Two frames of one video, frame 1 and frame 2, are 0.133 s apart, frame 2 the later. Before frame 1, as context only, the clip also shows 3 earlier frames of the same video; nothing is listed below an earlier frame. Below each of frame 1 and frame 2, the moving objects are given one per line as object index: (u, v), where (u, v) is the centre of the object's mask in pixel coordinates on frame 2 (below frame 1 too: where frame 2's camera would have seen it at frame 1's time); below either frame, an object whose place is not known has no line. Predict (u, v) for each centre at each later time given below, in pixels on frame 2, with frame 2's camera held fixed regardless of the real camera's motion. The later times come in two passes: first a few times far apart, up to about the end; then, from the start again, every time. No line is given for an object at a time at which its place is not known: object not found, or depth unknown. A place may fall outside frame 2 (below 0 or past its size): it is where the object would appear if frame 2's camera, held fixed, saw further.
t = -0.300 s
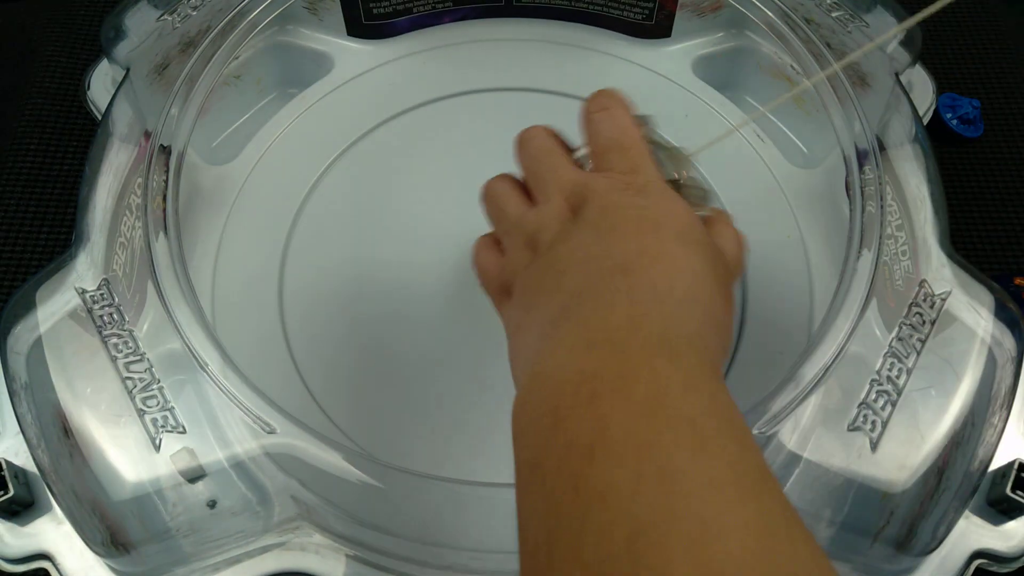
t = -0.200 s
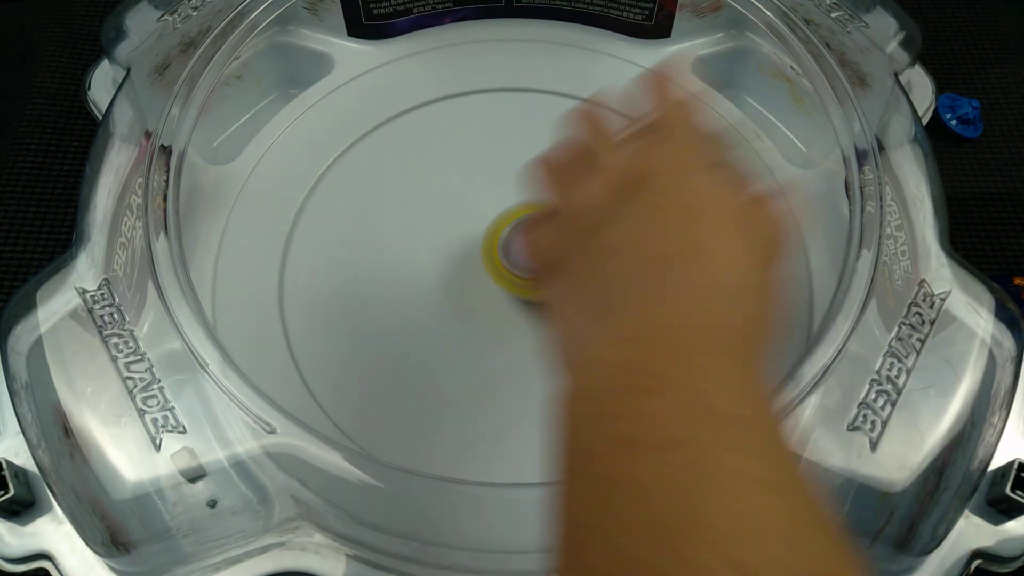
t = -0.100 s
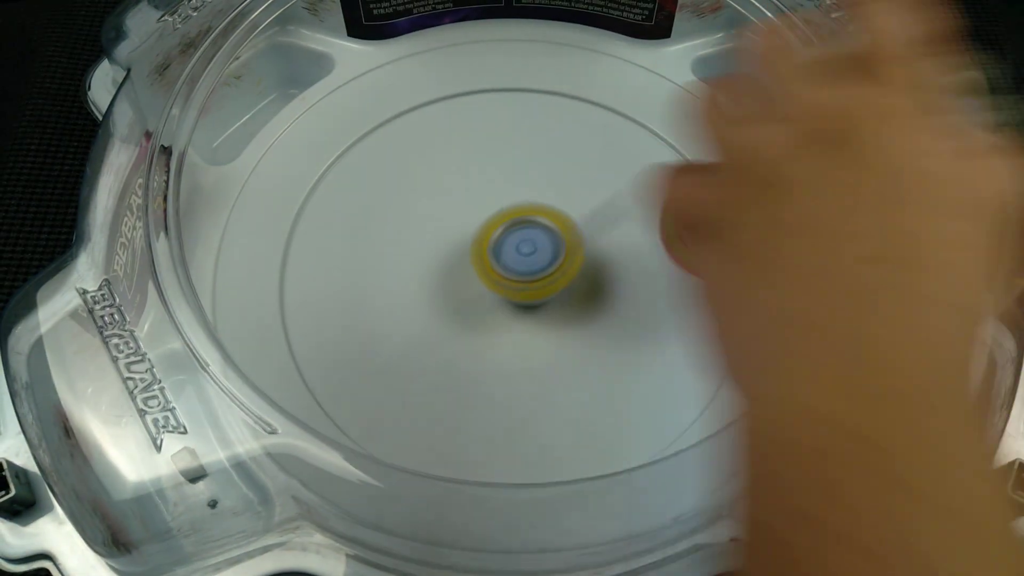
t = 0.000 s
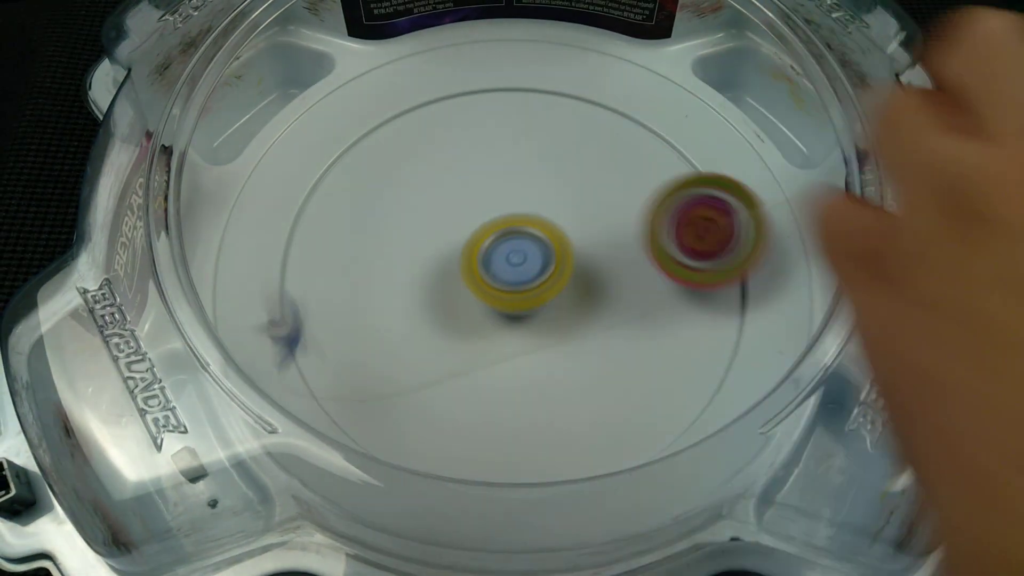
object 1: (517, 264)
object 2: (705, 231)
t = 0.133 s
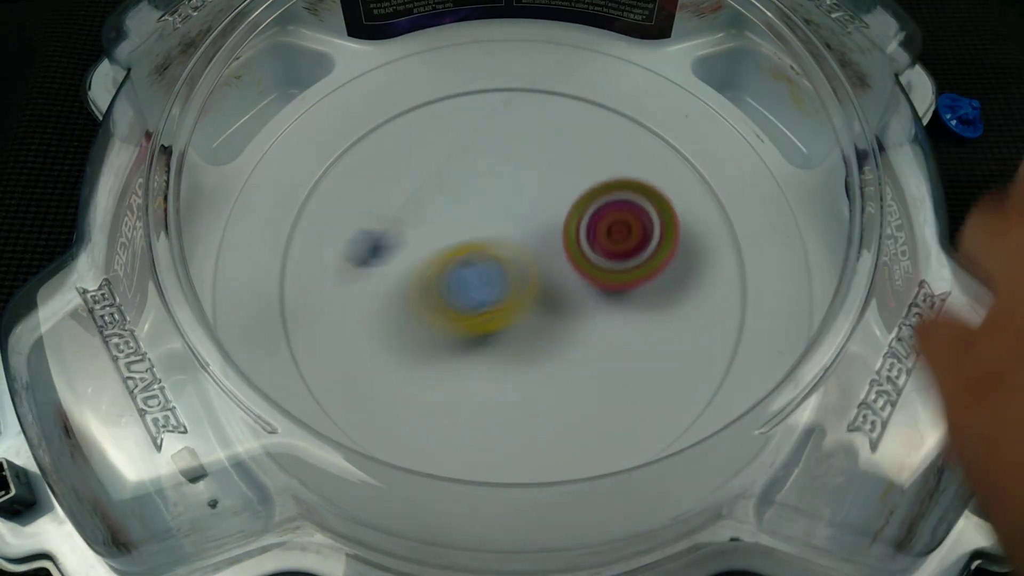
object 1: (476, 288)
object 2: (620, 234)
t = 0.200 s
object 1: (392, 309)
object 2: (610, 216)
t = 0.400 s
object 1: (340, 350)
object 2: (497, 171)
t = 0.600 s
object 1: (493, 334)
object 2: (403, 169)
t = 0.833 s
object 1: (568, 260)
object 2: (426, 251)
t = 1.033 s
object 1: (591, 210)
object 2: (419, 334)
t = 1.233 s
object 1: (527, 185)
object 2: (416, 314)
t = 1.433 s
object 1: (528, 164)
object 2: (412, 280)
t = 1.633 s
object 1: (521, 180)
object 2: (402, 286)
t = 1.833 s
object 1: (559, 167)
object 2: (394, 333)
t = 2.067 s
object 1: (572, 170)
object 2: (389, 345)
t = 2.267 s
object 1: (604, 158)
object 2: (405, 292)
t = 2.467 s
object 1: (635, 155)
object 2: (267, 333)
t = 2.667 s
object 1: (539, 262)
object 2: (269, 316)
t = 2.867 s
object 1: (491, 372)
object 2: (404, 265)
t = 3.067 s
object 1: (541, 358)
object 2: (590, 221)
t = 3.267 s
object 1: (567, 309)
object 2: (672, 175)
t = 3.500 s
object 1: (508, 330)
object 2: (553, 222)
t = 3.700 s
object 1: (488, 417)
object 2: (464, 251)
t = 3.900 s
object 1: (527, 425)
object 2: (404, 242)
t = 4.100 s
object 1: (526, 338)
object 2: (502, 216)
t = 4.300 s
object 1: (501, 330)
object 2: (621, 159)
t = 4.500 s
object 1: (489, 304)
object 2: (654, 220)
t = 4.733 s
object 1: (459, 263)
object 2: (540, 383)
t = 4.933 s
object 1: (471, 249)
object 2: (394, 335)
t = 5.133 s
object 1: (516, 230)
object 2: (391, 173)
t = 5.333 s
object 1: (531, 233)
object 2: (578, 128)
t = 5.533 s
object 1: (539, 246)
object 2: (708, 257)
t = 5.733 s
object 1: (540, 261)
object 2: (609, 436)
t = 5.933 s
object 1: (535, 277)
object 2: (357, 399)
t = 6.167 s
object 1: (517, 291)
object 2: (319, 163)
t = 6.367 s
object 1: (497, 293)
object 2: (503, 72)
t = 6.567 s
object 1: (479, 286)
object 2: (675, 150)
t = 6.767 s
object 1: (470, 272)
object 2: (692, 331)
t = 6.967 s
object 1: (471, 255)
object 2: (489, 441)
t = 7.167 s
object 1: (482, 241)
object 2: (290, 319)
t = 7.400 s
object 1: (502, 234)
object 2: (378, 121)
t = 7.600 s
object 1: (520, 236)
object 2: (573, 109)
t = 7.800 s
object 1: (531, 247)
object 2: (693, 242)
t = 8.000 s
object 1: (536, 261)
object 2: (620, 408)
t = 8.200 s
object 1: (529, 278)
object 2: (396, 414)
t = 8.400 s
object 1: (514, 288)
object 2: (317, 229)
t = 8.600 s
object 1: (495, 289)
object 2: (452, 109)
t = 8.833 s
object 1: (477, 279)
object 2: (647, 155)
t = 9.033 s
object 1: (472, 263)
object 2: (676, 314)
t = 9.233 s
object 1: (480, 247)
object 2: (497, 410)
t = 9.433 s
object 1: (495, 238)
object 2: (330, 295)
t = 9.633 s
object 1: (513, 238)
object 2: (389, 141)
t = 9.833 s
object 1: (527, 246)
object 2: (560, 126)
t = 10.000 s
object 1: (533, 257)
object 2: (655, 219)
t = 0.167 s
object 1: (429, 302)
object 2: (619, 225)
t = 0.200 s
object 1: (392, 309)
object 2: (610, 216)
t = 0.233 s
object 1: (358, 317)
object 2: (597, 209)
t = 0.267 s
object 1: (329, 326)
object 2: (580, 201)
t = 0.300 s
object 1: (303, 339)
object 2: (561, 193)
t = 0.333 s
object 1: (302, 341)
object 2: (540, 185)
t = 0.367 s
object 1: (319, 345)
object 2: (518, 177)
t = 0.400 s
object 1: (340, 350)
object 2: (497, 171)
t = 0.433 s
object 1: (364, 353)
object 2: (476, 166)
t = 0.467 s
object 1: (390, 354)
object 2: (457, 163)
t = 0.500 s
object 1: (416, 353)
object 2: (440, 161)
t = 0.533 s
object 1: (443, 349)
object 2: (425, 161)
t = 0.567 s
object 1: (469, 343)
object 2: (412, 164)
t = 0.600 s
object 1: (493, 334)
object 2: (403, 169)
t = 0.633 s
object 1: (515, 324)
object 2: (397, 176)
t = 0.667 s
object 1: (532, 313)
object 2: (394, 185)
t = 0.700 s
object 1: (547, 301)
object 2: (395, 196)
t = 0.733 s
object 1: (557, 290)
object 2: (398, 209)
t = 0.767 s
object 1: (564, 279)
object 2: (404, 222)
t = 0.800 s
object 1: (568, 269)
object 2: (413, 237)
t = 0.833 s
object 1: (568, 260)
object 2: (426, 251)
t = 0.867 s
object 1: (564, 254)
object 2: (439, 265)
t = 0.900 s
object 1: (563, 248)
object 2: (448, 278)
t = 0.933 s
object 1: (579, 236)
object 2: (439, 294)
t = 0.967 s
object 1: (589, 227)
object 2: (431, 309)
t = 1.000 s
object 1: (593, 218)
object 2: (424, 322)
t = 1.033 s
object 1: (591, 210)
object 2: (419, 334)
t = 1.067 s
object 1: (584, 203)
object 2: (414, 341)
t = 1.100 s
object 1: (574, 196)
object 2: (411, 344)
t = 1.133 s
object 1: (562, 191)
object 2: (409, 342)
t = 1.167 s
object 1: (550, 187)
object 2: (409, 336)
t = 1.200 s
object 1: (538, 185)
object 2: (412, 326)
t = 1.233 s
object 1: (527, 185)
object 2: (416, 314)
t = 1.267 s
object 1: (518, 186)
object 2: (422, 302)
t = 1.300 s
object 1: (510, 188)
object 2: (430, 287)
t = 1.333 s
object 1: (505, 189)
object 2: (438, 272)
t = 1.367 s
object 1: (513, 180)
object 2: (432, 272)
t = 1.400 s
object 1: (522, 170)
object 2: (421, 277)
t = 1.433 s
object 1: (528, 164)
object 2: (412, 280)
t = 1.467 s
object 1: (531, 161)
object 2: (404, 284)
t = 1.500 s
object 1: (532, 162)
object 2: (399, 286)
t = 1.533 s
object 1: (531, 165)
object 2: (397, 287)
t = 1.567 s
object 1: (528, 169)
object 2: (396, 288)
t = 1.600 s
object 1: (524, 174)
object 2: (398, 287)
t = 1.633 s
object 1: (521, 180)
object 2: (402, 286)
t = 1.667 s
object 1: (516, 187)
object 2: (409, 285)
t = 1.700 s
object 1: (512, 194)
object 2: (417, 282)
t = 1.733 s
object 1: (508, 201)
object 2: (427, 280)
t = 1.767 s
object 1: (519, 195)
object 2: (427, 288)
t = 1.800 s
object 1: (541, 179)
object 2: (409, 313)
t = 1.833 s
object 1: (559, 167)
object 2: (394, 333)
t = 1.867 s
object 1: (572, 160)
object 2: (378, 352)
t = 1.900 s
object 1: (581, 156)
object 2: (363, 369)
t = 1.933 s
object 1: (585, 155)
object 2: (355, 377)
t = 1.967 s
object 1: (586, 156)
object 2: (358, 377)
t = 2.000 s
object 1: (583, 160)
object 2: (366, 370)
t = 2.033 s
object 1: (578, 164)
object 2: (376, 359)
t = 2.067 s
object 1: (572, 170)
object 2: (389, 345)
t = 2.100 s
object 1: (565, 177)
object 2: (404, 327)
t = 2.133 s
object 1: (558, 185)
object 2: (421, 307)
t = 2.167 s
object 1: (551, 194)
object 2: (438, 288)
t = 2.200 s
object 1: (545, 203)
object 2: (458, 267)
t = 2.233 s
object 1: (567, 186)
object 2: (440, 273)
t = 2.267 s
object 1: (604, 158)
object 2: (405, 292)
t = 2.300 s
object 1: (636, 132)
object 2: (369, 310)
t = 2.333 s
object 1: (654, 117)
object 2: (333, 324)
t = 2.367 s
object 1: (659, 117)
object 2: (304, 327)
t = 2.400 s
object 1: (656, 129)
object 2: (285, 332)
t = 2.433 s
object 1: (647, 141)
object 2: (274, 333)
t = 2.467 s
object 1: (635, 155)
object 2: (267, 333)
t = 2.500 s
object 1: (622, 172)
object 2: (260, 332)
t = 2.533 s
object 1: (606, 190)
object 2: (259, 329)
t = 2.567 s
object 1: (590, 206)
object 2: (258, 326)
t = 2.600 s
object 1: (570, 225)
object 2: (259, 323)
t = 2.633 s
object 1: (554, 242)
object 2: (263, 319)
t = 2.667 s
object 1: (539, 262)
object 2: (269, 316)
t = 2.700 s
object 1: (526, 282)
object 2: (278, 311)
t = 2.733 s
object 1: (514, 302)
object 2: (296, 305)
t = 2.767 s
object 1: (504, 322)
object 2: (318, 296)
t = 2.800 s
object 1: (497, 340)
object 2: (343, 286)
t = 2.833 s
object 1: (492, 358)
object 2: (372, 277)
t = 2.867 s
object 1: (491, 372)
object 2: (404, 265)
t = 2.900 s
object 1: (492, 382)
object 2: (438, 256)
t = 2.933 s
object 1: (497, 388)
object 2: (471, 246)
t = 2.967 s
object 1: (504, 389)
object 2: (505, 238)
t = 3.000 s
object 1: (515, 384)
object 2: (534, 231)
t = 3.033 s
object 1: (528, 373)
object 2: (564, 225)
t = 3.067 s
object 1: (541, 358)
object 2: (590, 221)
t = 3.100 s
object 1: (555, 338)
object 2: (613, 219)
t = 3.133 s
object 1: (571, 314)
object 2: (633, 221)
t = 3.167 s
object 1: (572, 308)
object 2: (660, 199)
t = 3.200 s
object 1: (569, 311)
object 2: (685, 177)
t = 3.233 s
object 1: (567, 311)
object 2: (681, 170)
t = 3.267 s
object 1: (567, 309)
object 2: (672, 175)
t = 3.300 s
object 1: (566, 305)
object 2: (657, 184)
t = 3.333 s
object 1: (565, 301)
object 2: (638, 195)
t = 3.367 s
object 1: (563, 298)
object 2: (617, 206)
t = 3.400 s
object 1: (549, 307)
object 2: (604, 206)
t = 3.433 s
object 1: (533, 320)
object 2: (588, 209)
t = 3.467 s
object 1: (520, 326)
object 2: (572, 214)
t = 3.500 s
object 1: (508, 330)
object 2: (553, 222)
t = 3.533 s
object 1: (500, 333)
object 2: (535, 232)
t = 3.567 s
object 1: (492, 345)
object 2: (520, 234)
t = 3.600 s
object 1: (485, 364)
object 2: (507, 235)
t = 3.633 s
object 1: (483, 383)
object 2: (493, 238)
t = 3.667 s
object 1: (484, 400)
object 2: (479, 244)
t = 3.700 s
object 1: (488, 417)
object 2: (464, 251)
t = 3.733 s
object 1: (495, 427)
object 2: (449, 255)
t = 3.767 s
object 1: (502, 432)
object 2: (434, 258)
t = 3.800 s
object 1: (513, 435)
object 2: (412, 257)
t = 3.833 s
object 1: (518, 433)
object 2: (406, 254)
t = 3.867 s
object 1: (523, 430)
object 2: (403, 249)
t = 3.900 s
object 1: (527, 425)
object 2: (404, 242)
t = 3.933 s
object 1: (530, 415)
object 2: (410, 234)
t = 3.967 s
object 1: (532, 403)
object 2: (421, 225)
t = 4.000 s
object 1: (532, 388)
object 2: (436, 219)
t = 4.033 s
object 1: (532, 371)
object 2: (456, 214)
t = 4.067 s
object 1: (530, 356)
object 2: (479, 213)
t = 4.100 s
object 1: (526, 338)
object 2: (502, 216)
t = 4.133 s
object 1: (523, 320)
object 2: (525, 221)
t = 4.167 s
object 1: (519, 318)
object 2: (546, 212)
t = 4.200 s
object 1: (515, 326)
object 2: (568, 192)
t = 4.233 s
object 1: (510, 332)
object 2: (588, 176)
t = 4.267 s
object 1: (505, 332)
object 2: (605, 165)
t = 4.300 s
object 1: (501, 330)
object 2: (621, 159)
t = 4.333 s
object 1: (498, 326)
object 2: (633, 157)
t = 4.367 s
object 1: (496, 322)
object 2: (643, 161)
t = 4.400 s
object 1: (494, 318)
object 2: (650, 169)
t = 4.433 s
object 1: (492, 314)
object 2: (655, 183)
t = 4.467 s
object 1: (491, 309)
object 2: (656, 201)
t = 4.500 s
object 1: (489, 304)
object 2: (654, 220)
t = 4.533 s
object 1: (488, 298)
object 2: (647, 245)
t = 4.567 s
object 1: (488, 293)
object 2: (633, 272)
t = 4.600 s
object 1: (487, 288)
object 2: (613, 295)
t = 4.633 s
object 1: (481, 281)
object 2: (586, 317)
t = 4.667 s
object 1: (473, 275)
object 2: (574, 337)
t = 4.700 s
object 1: (464, 269)
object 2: (557, 367)
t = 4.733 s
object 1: (459, 263)
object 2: (540, 383)
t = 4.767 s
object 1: (458, 259)
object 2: (515, 396)
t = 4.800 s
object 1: (459, 256)
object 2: (491, 400)
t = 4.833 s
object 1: (461, 254)
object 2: (463, 395)
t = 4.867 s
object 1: (464, 252)
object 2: (434, 383)
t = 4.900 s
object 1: (468, 250)
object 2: (412, 363)
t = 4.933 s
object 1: (471, 249)
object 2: (394, 335)
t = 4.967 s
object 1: (480, 243)
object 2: (381, 307)
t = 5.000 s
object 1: (491, 238)
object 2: (365, 280)
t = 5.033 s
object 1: (500, 234)
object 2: (360, 251)
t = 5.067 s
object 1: (507, 232)
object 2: (362, 222)
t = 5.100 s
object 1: (512, 231)
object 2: (372, 198)
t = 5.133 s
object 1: (516, 230)
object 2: (391, 173)
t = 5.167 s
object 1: (519, 230)
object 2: (415, 154)
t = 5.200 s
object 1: (522, 230)
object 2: (444, 137)
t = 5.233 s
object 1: (525, 231)
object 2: (477, 126)
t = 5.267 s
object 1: (527, 232)
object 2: (511, 120)
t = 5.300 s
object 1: (529, 232)
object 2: (545, 121)
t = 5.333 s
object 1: (531, 233)
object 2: (578, 128)
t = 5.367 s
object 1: (533, 235)
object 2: (612, 140)
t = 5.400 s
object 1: (535, 237)
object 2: (641, 158)
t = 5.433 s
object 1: (536, 239)
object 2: (665, 178)
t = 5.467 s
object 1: (537, 241)
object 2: (686, 202)
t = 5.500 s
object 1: (539, 243)
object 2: (700, 228)
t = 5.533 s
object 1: (539, 246)
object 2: (708, 257)
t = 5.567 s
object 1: (539, 247)
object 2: (709, 290)
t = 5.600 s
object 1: (540, 250)
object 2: (704, 324)
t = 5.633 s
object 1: (540, 253)
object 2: (692, 357)
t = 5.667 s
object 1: (540, 256)
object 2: (670, 387)
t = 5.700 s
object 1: (540, 258)
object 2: (638, 420)
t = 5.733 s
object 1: (540, 261)
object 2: (609, 436)
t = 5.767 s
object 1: (540, 264)
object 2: (565, 451)
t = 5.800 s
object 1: (539, 266)
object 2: (517, 459)
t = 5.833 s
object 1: (539, 269)
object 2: (469, 457)
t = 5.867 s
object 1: (538, 272)
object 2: (425, 446)
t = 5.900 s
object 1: (536, 275)
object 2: (389, 427)
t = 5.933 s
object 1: (535, 277)
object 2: (357, 399)
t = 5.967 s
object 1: (533, 280)
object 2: (325, 369)
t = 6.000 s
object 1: (531, 282)
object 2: (298, 336)
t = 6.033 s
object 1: (529, 285)
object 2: (286, 301)
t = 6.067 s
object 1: (526, 286)
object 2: (283, 262)
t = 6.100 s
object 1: (524, 288)
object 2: (289, 222)
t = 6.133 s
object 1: (521, 290)
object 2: (302, 188)
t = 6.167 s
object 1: (517, 291)
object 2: (319, 163)
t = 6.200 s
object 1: (514, 292)
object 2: (345, 133)
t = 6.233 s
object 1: (511, 293)
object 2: (372, 112)
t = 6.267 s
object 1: (507, 293)
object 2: (402, 96)
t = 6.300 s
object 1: (504, 294)
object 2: (434, 83)
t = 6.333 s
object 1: (500, 294)
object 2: (468, 75)
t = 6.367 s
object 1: (497, 293)
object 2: (503, 72)
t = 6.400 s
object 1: (494, 293)
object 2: (536, 74)
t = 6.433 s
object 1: (490, 292)
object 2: (569, 81)
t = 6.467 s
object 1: (487, 290)
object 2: (601, 92)
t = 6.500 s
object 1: (484, 289)
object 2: (628, 107)
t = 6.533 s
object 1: (482, 287)
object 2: (653, 127)
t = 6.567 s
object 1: (479, 286)
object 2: (675, 150)
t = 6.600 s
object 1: (477, 284)
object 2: (694, 175)
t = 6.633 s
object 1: (476, 281)
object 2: (707, 204)
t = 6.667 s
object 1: (474, 279)
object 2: (714, 234)
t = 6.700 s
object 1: (472, 277)
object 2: (714, 267)
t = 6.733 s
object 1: (471, 274)
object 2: (706, 299)
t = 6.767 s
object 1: (470, 272)
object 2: (692, 331)
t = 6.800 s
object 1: (469, 269)
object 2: (672, 361)
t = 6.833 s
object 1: (469, 266)
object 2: (647, 388)
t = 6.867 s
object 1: (469, 263)
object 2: (615, 408)
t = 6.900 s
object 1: (469, 261)
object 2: (576, 427)
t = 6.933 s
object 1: (470, 258)
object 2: (533, 437)
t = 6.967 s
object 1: (471, 255)
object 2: (489, 441)
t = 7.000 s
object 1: (472, 252)
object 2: (446, 436)
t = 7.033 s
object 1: (474, 250)
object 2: (408, 426)
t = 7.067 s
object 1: (475, 247)
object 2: (373, 407)
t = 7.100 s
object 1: (477, 245)
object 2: (341, 381)
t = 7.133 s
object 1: (480, 243)
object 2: (310, 351)
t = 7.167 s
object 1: (482, 241)
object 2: (290, 319)
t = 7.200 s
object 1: (485, 239)
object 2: (282, 284)
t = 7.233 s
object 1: (487, 238)
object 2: (283, 254)
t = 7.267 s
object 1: (490, 237)
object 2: (291, 222)
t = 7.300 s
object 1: (493, 236)
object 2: (306, 192)
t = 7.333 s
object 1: (496, 235)
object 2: (325, 165)
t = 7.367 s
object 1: (499, 234)
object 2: (349, 142)
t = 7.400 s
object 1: (502, 234)
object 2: (378, 121)
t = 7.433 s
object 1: (505, 234)
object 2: (408, 107)
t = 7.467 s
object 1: (509, 234)
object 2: (442, 98)
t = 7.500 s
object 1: (512, 234)
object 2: (475, 93)
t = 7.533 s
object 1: (514, 235)
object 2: (508, 94)
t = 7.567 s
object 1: (517, 235)
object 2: (541, 99)
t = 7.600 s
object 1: (520, 236)
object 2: (573, 109)
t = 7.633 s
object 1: (522, 238)
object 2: (601, 123)
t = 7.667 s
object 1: (524, 239)
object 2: (628, 141)
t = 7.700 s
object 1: (526, 241)
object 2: (652, 163)
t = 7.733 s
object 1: (528, 242)
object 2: (671, 188)
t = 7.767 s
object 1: (530, 245)
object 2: (684, 213)
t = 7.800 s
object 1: (531, 247)
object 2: (693, 242)
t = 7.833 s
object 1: (532, 249)
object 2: (696, 271)
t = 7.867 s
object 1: (533, 251)
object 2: (693, 300)
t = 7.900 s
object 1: (534, 253)
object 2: (685, 331)
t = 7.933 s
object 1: (535, 256)
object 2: (670, 359)
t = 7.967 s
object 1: (536, 258)
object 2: (649, 386)
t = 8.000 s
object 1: (536, 261)
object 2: (620, 408)
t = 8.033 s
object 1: (535, 264)
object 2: (587, 426)
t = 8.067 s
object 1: (535, 267)
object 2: (550, 437)
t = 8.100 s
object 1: (534, 270)
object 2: (510, 442)
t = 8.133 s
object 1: (532, 272)
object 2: (468, 438)
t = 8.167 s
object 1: (531, 275)
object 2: (428, 428)
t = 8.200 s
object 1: (529, 278)
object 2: (396, 414)
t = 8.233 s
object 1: (527, 280)
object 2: (361, 386)
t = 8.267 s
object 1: (525, 282)
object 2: (335, 359)
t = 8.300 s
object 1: (522, 284)
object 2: (318, 327)
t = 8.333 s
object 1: (520, 286)
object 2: (310, 294)
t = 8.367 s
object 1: (517, 287)
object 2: (309, 261)
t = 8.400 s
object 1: (514, 288)
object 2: (317, 229)
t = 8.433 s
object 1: (511, 289)
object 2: (331, 201)
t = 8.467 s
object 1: (507, 290)
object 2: (348, 174)
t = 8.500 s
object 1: (504, 290)
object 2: (371, 152)
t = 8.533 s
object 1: (501, 290)
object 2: (395, 133)
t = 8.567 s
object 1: (498, 290)
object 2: (423, 119)
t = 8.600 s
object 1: (495, 289)
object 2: (452, 109)
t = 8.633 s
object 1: (492, 288)
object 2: (483, 102)
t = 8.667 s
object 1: (489, 287)
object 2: (514, 101)
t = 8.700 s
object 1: (486, 286)
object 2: (544, 104)
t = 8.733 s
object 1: (483, 285)
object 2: (573, 111)
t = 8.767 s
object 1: (481, 283)
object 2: (598, 122)
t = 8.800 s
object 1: (478, 281)
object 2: (624, 136)
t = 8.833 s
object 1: (477, 279)
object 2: (647, 155)
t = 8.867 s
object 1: (475, 276)
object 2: (666, 179)
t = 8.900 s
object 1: (474, 274)
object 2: (680, 203)
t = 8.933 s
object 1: (473, 271)
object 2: (688, 229)
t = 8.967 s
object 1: (472, 268)
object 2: (691, 256)
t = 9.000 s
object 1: (472, 265)
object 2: (687, 285)
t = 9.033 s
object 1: (472, 263)
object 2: (676, 314)
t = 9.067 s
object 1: (473, 260)
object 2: (658, 338)
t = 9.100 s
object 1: (473, 257)
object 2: (634, 362)
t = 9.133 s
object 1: (475, 255)
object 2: (606, 383)
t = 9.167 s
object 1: (476, 252)
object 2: (571, 400)
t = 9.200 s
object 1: (478, 250)
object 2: (537, 407)
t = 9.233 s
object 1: (480, 247)
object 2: (497, 410)
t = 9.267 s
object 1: (482, 245)
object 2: (458, 404)
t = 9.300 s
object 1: (484, 243)
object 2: (421, 392)
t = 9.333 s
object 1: (486, 242)
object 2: (390, 375)
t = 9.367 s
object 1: (489, 240)
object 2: (364, 351)
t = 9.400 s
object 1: (492, 239)
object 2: (343, 324)
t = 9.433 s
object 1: (495, 238)
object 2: (330, 295)
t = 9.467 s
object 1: (497, 238)
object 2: (323, 265)
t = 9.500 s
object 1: (501, 237)
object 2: (325, 234)
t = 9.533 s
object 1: (504, 237)
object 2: (333, 210)
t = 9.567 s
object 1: (507, 237)
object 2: (348, 182)
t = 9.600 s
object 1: (510, 237)
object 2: (366, 160)
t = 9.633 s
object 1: (513, 238)
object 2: (389, 141)
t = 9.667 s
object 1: (515, 239)
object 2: (415, 127)
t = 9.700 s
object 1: (518, 240)
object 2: (442, 118)
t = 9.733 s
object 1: (520, 241)
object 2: (470, 112)
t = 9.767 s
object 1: (523, 243)
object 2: (500, 112)
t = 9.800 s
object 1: (525, 244)
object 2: (531, 116)
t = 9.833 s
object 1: (527, 246)
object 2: (560, 126)
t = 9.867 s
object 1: (528, 248)
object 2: (585, 138)
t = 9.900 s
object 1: (530, 250)
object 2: (610, 155)
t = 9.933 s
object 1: (531, 252)
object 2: (632, 177)
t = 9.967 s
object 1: (532, 255)
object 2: (645, 197)
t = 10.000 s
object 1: (533, 257)
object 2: (655, 219)
